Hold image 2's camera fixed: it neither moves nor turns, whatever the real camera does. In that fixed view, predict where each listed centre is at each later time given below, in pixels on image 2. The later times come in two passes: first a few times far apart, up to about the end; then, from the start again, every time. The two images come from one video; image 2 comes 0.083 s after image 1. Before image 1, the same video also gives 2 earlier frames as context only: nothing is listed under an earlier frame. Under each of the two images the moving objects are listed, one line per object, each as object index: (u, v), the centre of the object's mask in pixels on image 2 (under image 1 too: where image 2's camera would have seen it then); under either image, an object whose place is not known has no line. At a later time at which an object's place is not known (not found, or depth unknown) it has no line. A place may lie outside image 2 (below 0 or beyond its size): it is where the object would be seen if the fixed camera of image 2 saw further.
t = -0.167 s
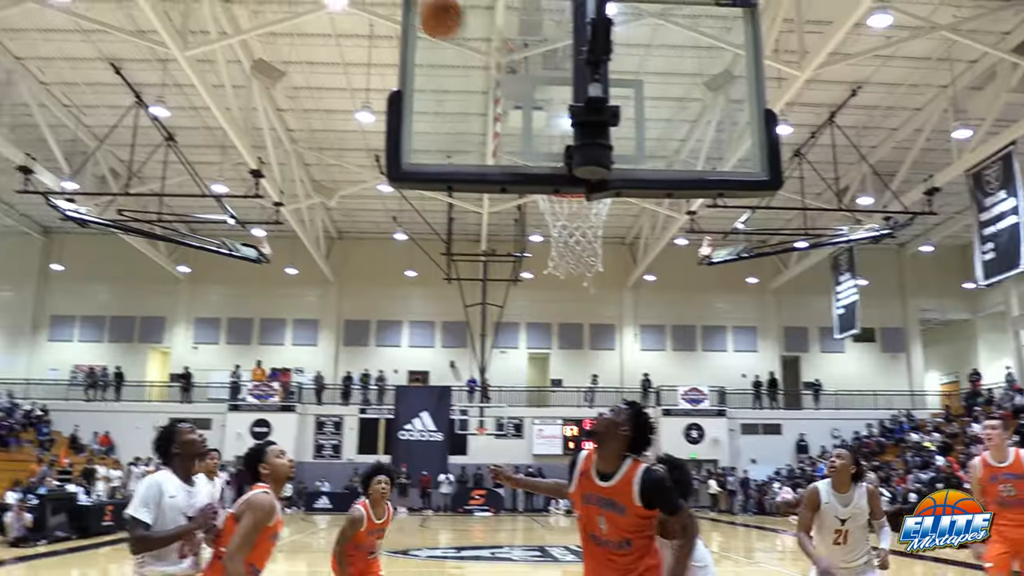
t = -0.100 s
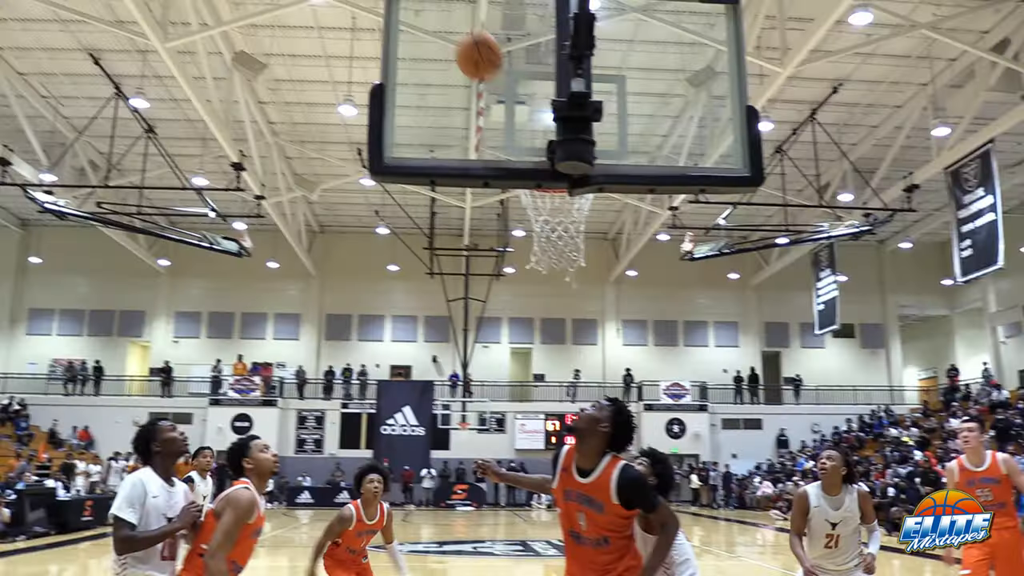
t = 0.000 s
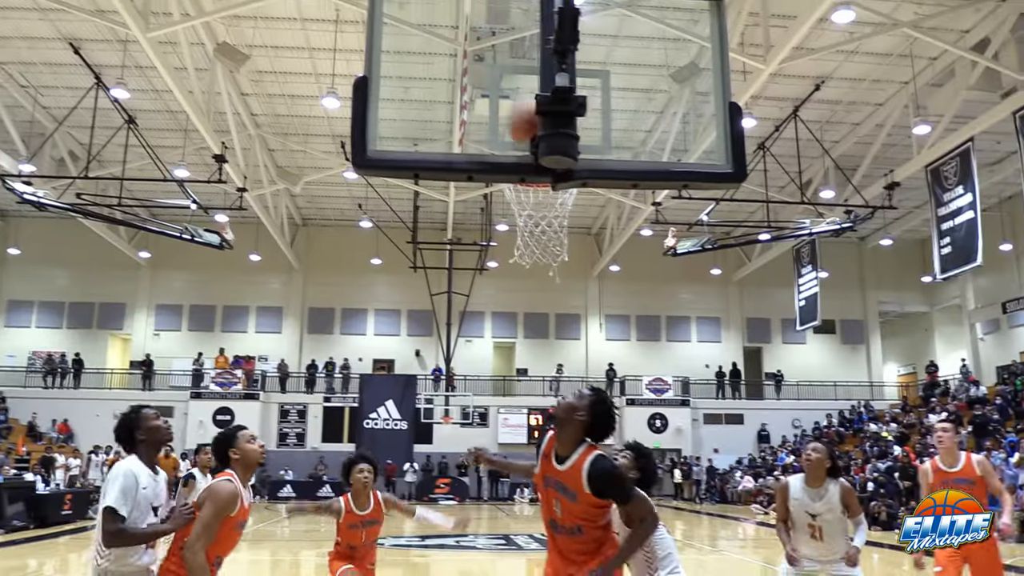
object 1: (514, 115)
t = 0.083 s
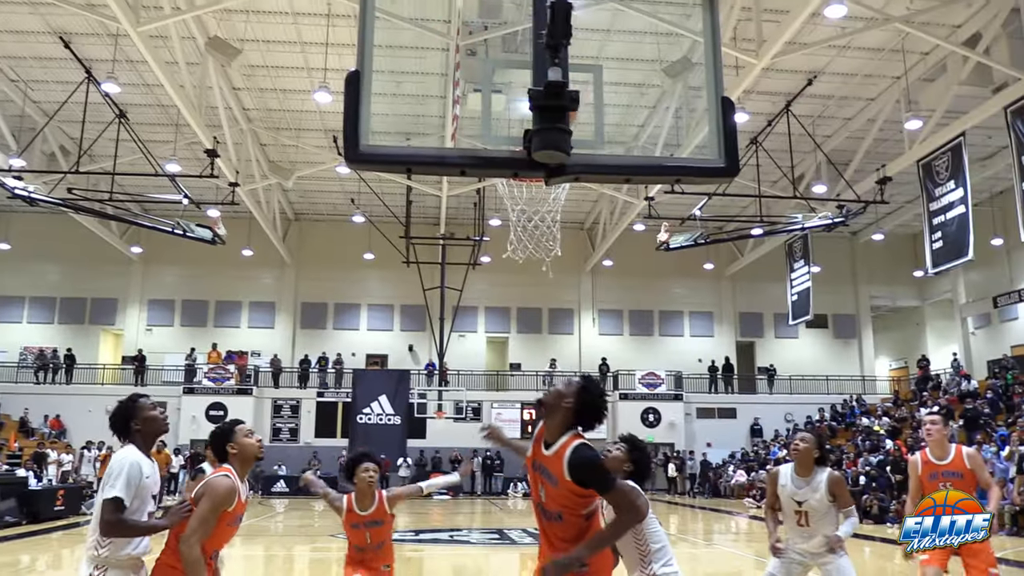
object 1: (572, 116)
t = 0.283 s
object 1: (615, 94)
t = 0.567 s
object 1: (670, 154)
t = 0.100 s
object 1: (574, 116)
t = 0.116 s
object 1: (579, 104)
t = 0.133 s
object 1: (580, 99)
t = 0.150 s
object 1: (582, 96)
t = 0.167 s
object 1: (583, 95)
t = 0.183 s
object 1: (584, 92)
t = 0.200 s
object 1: (584, 92)
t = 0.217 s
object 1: (591, 92)
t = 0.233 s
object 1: (594, 93)
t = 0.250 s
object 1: (604, 93)
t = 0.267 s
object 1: (607, 93)
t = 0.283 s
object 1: (615, 94)
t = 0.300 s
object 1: (617, 96)
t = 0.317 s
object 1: (619, 97)
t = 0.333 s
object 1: (622, 100)
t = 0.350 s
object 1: (624, 103)
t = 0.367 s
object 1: (628, 106)
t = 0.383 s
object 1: (632, 109)
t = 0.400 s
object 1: (635, 113)
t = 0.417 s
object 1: (639, 117)
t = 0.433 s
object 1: (642, 121)
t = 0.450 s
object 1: (646, 126)
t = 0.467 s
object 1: (650, 131)
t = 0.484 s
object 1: (654, 137)
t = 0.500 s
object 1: (656, 141)
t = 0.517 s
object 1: (660, 144)
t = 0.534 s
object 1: (665, 147)
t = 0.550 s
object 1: (666, 151)
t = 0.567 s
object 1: (670, 154)
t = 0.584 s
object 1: (676, 189)
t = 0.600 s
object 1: (678, 192)
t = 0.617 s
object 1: (681, 196)
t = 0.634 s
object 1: (683, 200)
